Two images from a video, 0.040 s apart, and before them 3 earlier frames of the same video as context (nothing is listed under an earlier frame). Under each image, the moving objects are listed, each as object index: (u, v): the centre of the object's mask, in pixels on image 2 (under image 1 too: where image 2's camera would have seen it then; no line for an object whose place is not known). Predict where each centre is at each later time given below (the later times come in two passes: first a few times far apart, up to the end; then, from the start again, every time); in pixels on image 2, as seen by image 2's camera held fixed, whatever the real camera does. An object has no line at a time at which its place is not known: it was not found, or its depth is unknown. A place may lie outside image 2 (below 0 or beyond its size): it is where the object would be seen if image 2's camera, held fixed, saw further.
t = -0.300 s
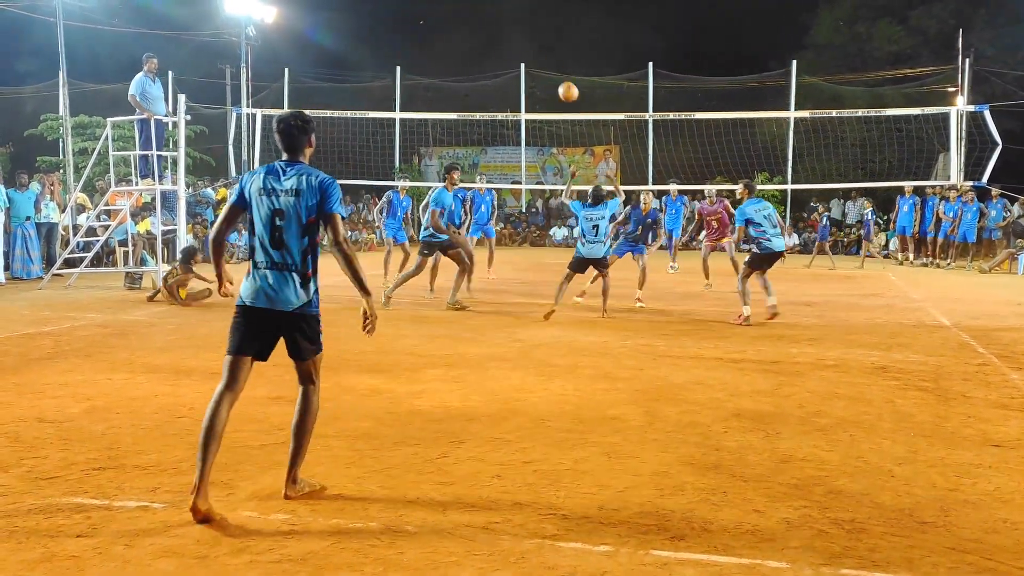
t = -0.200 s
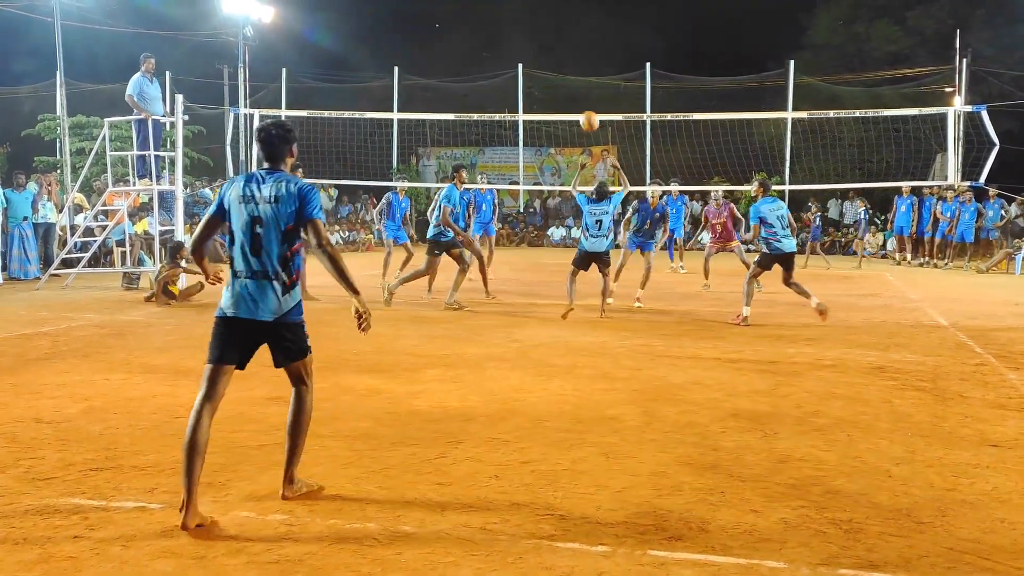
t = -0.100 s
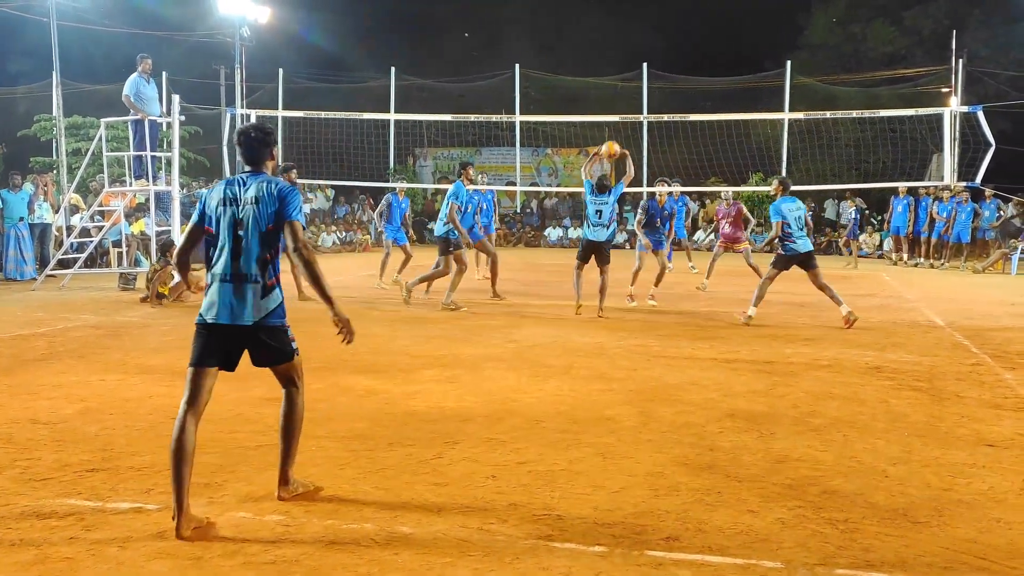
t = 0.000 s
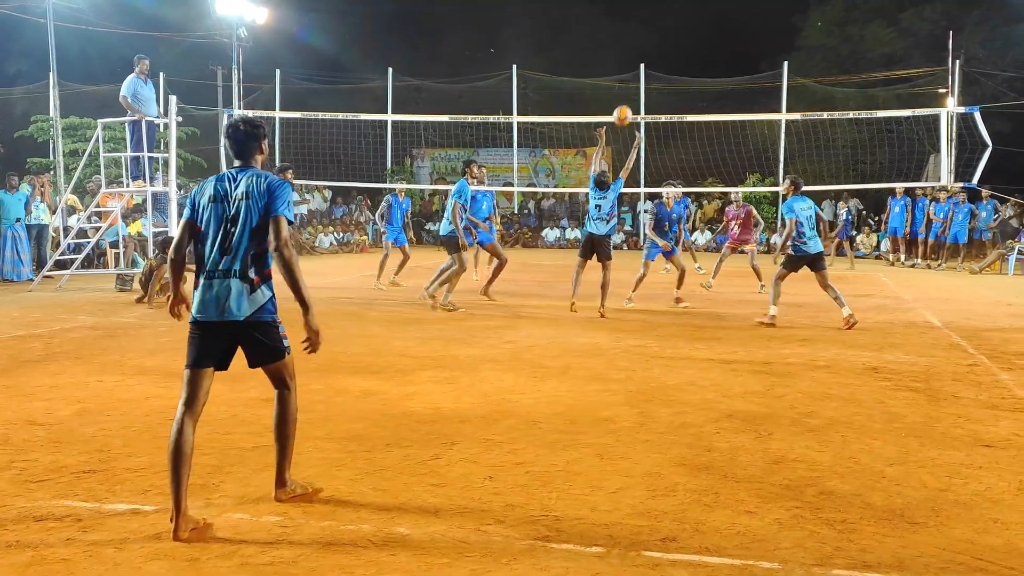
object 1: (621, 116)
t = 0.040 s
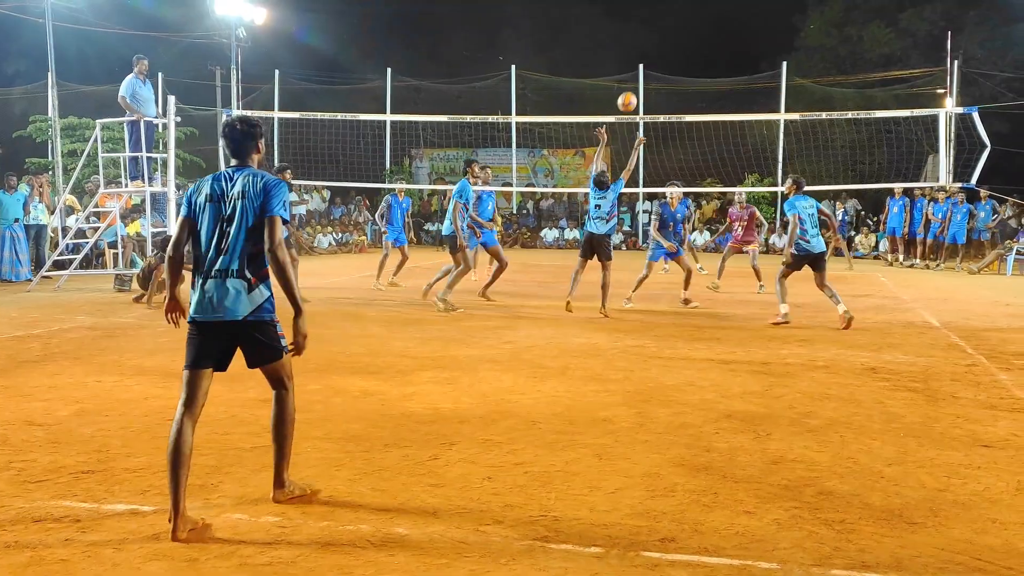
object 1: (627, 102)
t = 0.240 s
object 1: (658, 46)
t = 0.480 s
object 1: (693, 24)
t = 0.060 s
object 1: (630, 96)
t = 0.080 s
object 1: (632, 89)
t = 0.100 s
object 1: (639, 77)
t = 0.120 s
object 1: (641, 72)
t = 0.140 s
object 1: (644, 67)
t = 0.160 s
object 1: (647, 62)
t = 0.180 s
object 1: (650, 57)
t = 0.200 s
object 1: (653, 53)
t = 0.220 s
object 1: (655, 49)
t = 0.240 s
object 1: (658, 46)
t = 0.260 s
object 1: (661, 42)
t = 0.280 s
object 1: (664, 39)
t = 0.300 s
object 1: (669, 34)
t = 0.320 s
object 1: (672, 32)
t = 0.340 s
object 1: (675, 30)
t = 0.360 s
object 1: (677, 28)
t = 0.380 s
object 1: (680, 27)
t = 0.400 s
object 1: (683, 26)
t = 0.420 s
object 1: (686, 25)
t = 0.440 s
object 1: (688, 24)
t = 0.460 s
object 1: (691, 24)
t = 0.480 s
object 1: (693, 24)
